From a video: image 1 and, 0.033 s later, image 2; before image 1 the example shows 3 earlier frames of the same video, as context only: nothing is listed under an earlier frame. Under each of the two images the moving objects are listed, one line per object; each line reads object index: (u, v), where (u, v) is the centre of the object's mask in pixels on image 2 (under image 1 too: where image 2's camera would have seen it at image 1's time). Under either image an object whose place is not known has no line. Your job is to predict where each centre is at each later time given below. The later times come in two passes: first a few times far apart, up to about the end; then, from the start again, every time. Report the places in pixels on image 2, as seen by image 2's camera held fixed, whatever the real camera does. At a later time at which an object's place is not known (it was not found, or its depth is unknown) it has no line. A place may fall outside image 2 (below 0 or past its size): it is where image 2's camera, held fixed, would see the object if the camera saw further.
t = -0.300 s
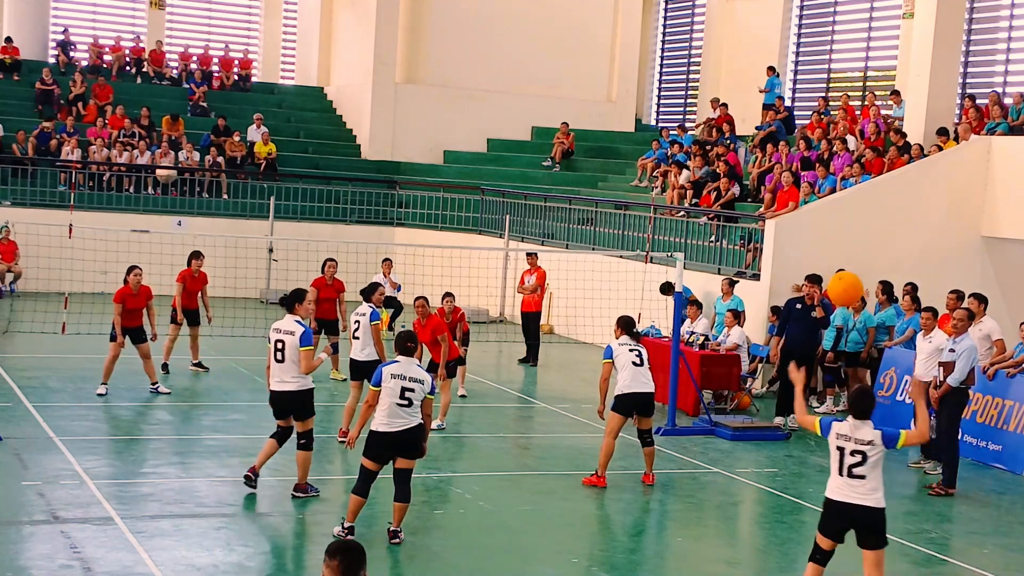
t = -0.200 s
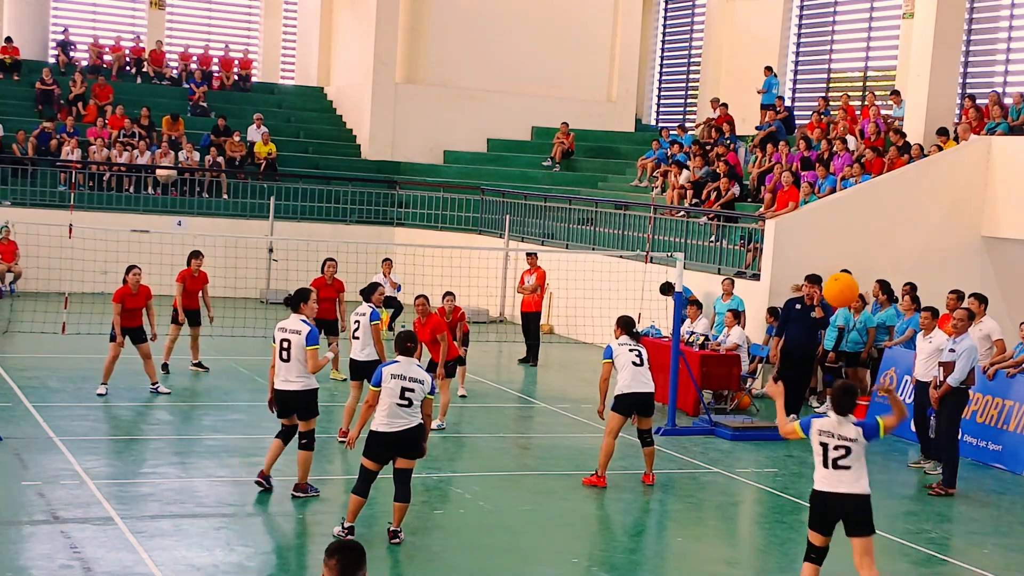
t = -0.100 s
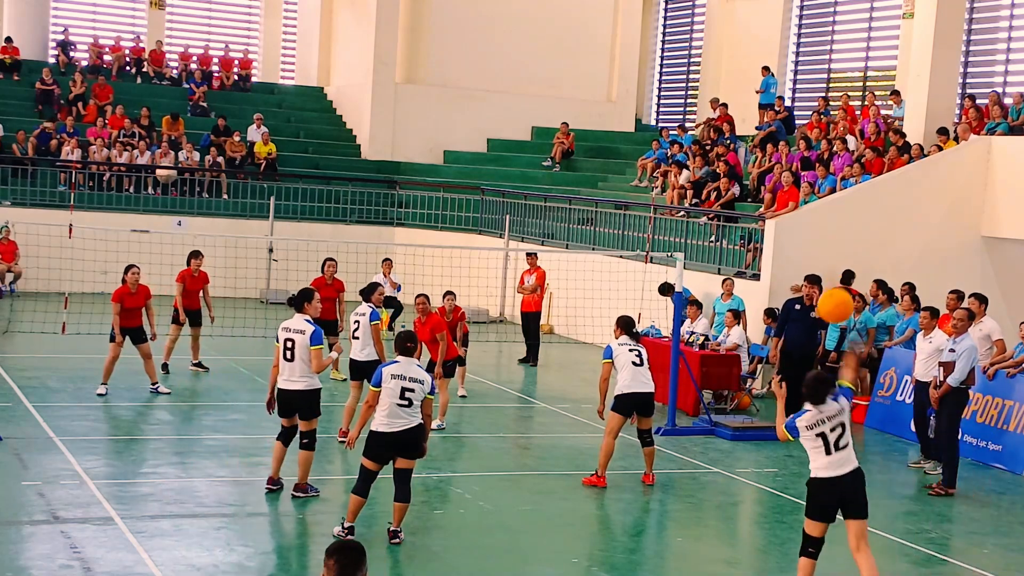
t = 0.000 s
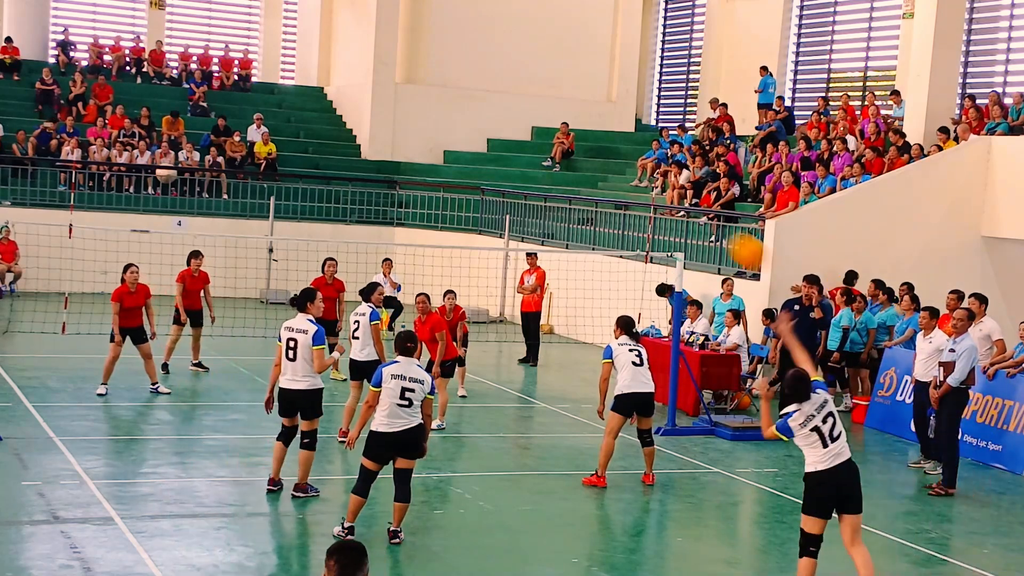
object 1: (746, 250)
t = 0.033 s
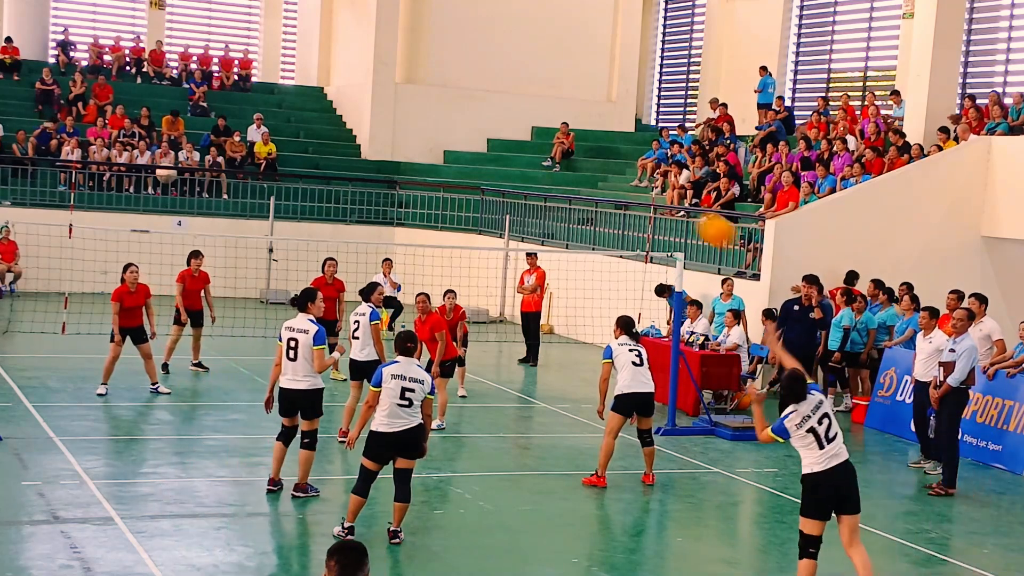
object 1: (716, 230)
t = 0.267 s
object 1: (552, 164)
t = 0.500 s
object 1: (442, 179)
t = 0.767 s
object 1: (346, 241)
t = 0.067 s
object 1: (686, 213)
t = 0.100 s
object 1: (658, 199)
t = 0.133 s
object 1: (633, 187)
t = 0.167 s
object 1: (611, 178)
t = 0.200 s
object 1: (590, 171)
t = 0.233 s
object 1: (571, 167)
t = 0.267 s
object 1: (552, 164)
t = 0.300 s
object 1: (533, 163)
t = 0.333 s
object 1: (517, 163)
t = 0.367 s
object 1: (501, 164)
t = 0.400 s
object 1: (485, 167)
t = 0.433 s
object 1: (471, 170)
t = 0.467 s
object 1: (456, 174)
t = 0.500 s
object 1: (442, 179)
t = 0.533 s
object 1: (428, 184)
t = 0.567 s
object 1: (415, 191)
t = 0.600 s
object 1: (403, 198)
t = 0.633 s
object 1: (390, 205)
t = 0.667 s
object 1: (379, 213)
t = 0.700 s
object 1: (368, 221)
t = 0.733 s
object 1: (357, 230)
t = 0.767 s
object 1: (346, 241)
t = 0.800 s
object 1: (336, 252)
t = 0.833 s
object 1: (326, 261)
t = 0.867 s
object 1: (317, 273)
